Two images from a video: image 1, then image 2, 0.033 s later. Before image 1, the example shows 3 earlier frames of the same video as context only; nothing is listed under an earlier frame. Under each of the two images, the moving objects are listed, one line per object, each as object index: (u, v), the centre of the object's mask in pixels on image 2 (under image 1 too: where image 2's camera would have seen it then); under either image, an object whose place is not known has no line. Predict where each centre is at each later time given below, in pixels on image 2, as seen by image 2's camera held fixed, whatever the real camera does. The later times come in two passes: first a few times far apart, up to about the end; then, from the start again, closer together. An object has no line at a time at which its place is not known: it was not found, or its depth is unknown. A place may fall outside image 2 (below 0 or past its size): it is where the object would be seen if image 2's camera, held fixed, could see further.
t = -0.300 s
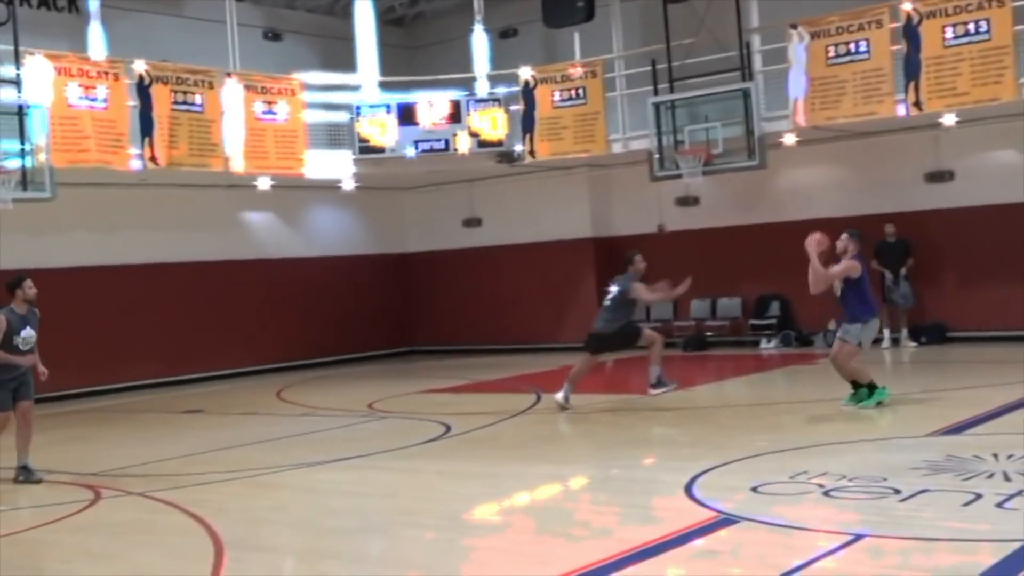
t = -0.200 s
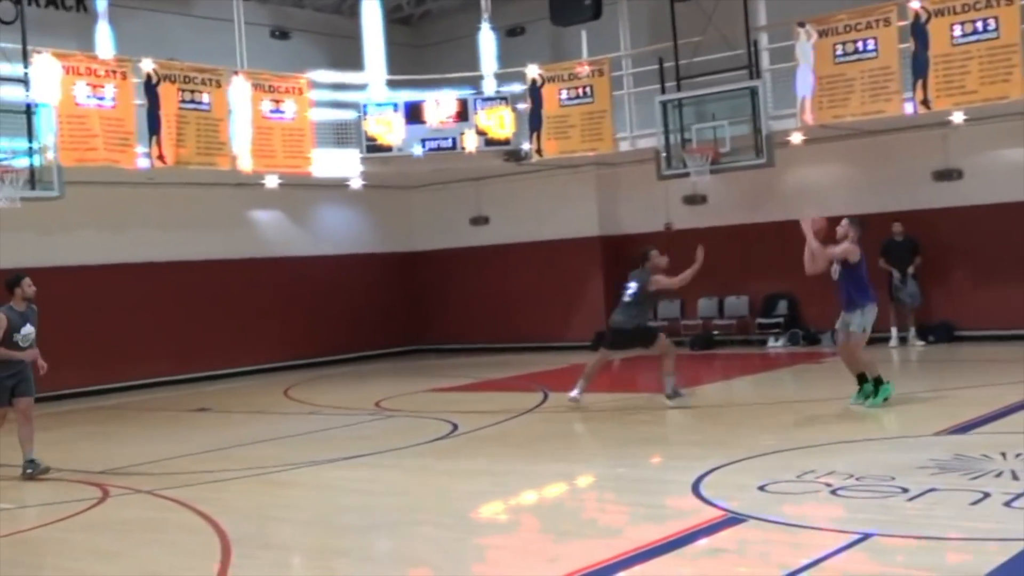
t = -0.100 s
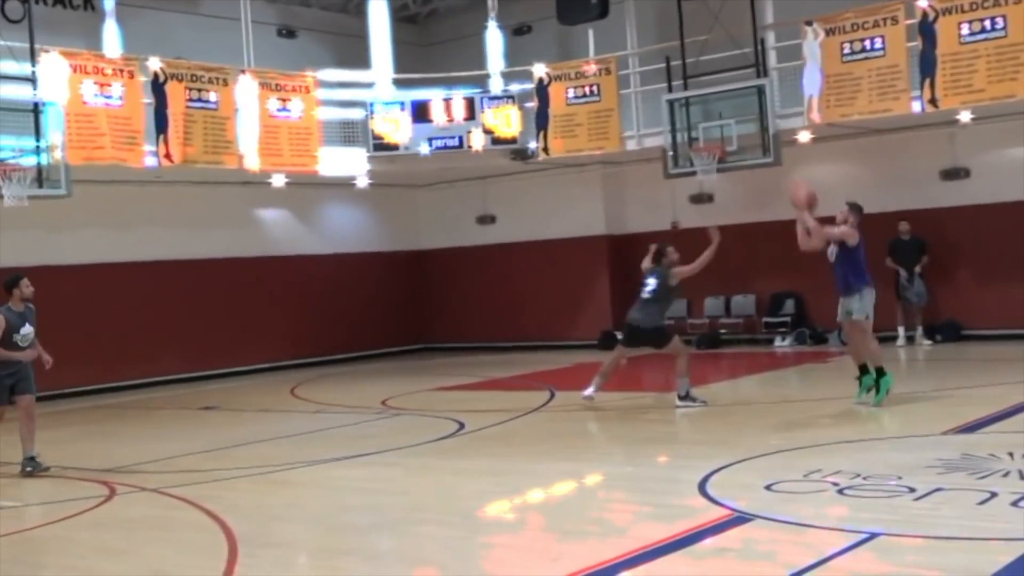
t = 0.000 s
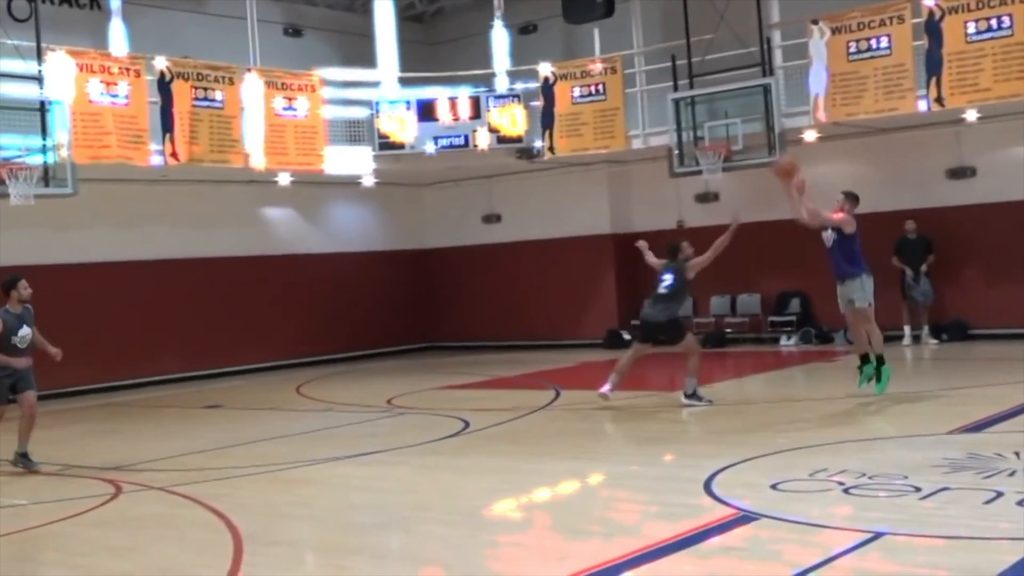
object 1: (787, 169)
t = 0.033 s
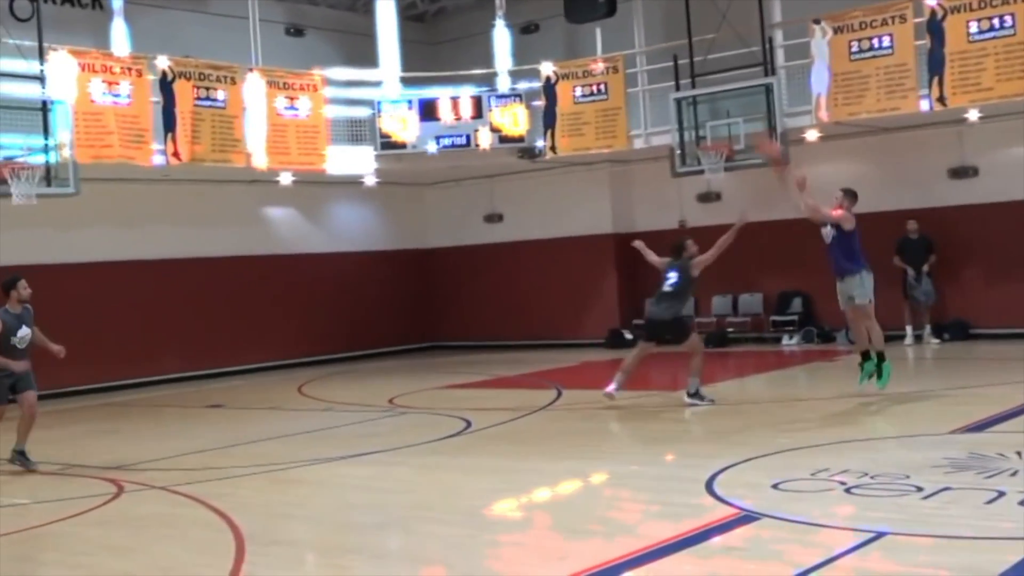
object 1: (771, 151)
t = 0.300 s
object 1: (672, 76)
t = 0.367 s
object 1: (648, 59)
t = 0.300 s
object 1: (672, 76)
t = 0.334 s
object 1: (663, 68)
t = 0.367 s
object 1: (648, 59)
